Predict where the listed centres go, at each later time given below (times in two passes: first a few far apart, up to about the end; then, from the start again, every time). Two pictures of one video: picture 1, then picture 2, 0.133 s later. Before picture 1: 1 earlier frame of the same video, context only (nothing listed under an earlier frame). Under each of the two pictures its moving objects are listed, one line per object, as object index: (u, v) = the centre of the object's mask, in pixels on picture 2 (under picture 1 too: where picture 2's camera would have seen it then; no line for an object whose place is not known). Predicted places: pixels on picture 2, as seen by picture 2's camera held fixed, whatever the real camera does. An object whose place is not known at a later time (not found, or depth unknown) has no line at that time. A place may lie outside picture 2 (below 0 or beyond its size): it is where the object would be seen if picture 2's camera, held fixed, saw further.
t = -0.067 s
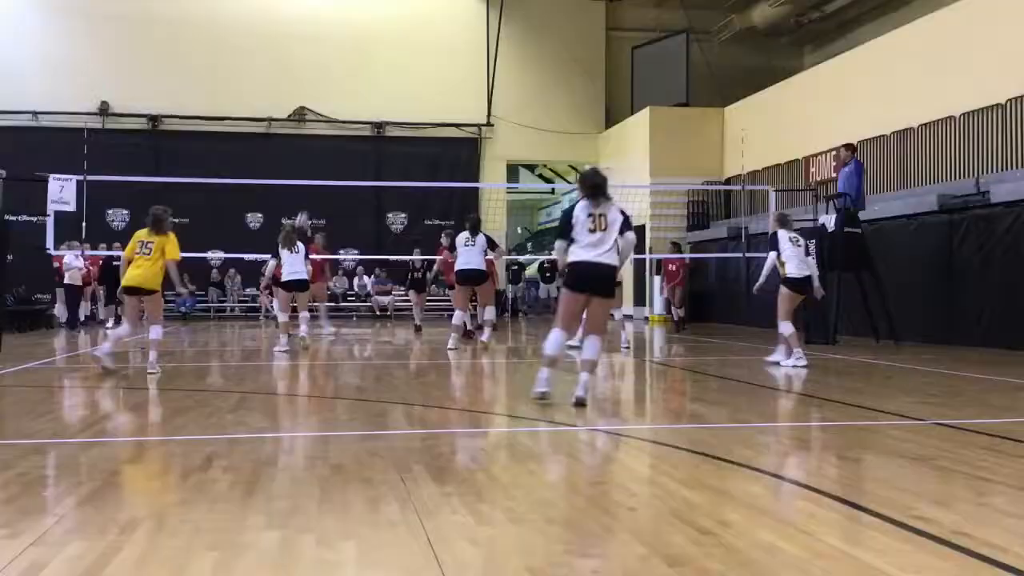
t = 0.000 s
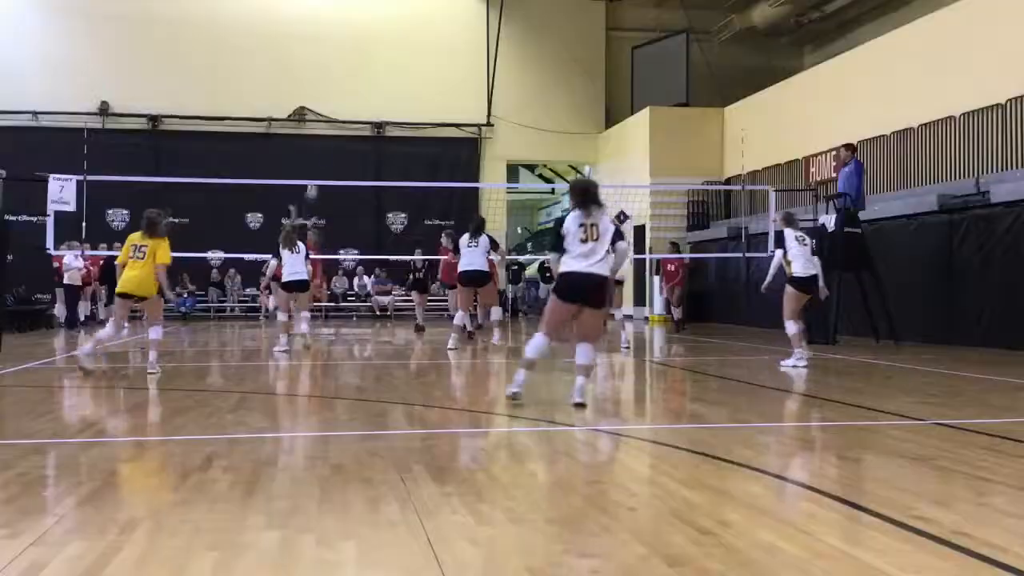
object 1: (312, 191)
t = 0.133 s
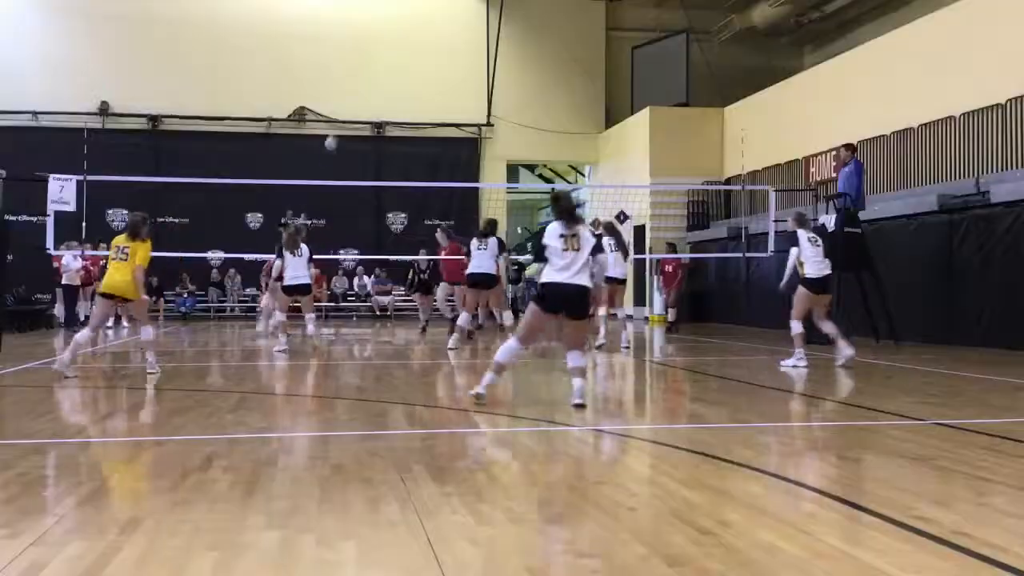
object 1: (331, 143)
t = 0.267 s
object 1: (350, 106)
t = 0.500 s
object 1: (381, 69)
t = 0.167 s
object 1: (335, 134)
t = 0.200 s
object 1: (340, 122)
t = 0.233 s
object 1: (345, 114)
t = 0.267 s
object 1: (350, 106)
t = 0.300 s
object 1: (354, 98)
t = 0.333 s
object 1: (358, 92)
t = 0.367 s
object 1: (363, 87)
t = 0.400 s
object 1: (367, 82)
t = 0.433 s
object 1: (372, 77)
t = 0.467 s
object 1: (375, 72)
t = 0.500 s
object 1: (381, 69)
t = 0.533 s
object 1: (384, 66)
